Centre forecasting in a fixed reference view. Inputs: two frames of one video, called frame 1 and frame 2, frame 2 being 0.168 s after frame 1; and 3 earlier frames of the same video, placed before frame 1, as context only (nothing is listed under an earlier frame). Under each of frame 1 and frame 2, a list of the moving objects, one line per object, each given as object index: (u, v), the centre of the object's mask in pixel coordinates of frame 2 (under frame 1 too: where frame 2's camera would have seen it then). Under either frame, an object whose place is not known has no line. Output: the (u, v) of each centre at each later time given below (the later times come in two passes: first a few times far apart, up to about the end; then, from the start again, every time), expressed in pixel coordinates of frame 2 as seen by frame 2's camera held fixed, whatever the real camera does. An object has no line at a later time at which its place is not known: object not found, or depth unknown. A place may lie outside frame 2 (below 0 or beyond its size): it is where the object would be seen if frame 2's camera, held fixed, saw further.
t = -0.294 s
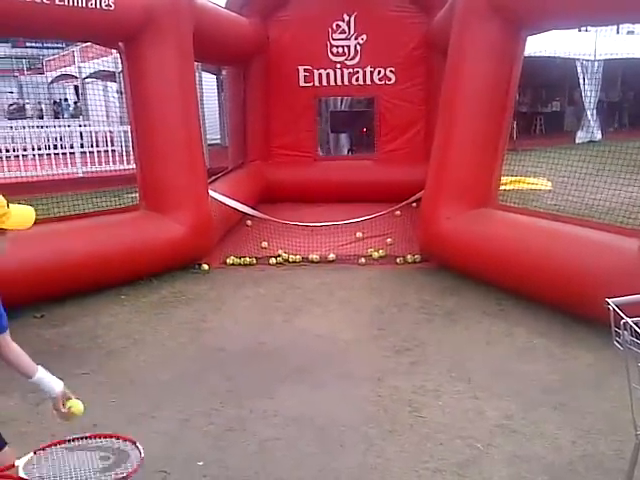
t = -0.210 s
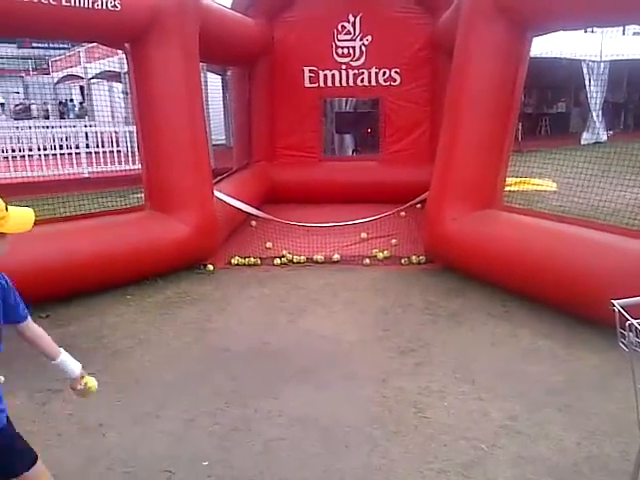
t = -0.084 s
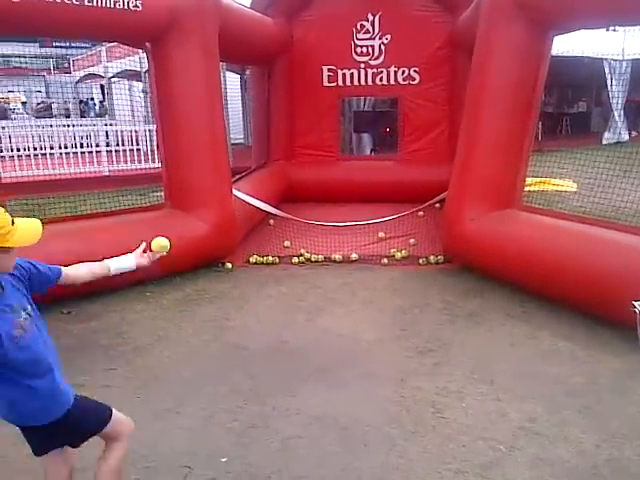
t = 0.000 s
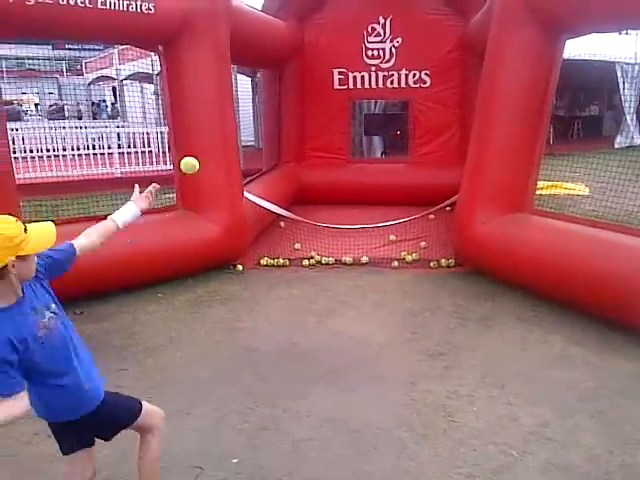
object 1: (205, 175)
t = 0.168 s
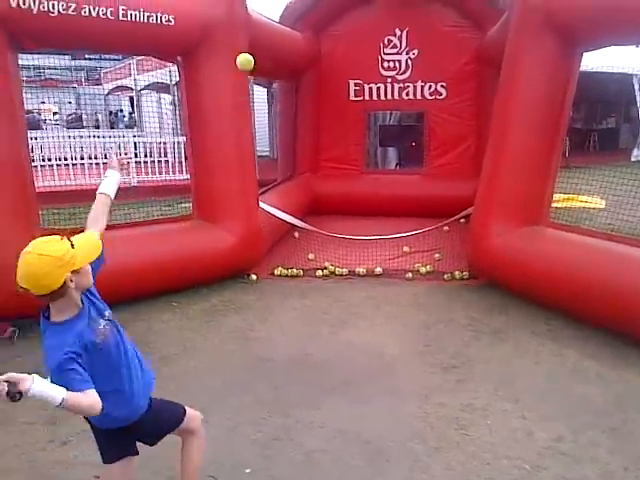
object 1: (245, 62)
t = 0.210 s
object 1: (255, 44)
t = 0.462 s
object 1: (314, 32)
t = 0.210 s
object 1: (255, 44)
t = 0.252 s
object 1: (265, 31)
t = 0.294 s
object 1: (276, 25)
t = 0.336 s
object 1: (286, 19)
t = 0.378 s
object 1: (295, 19)
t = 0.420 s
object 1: (305, 23)
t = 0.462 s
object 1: (314, 32)
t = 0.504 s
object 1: (324, 44)
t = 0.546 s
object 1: (332, 60)
